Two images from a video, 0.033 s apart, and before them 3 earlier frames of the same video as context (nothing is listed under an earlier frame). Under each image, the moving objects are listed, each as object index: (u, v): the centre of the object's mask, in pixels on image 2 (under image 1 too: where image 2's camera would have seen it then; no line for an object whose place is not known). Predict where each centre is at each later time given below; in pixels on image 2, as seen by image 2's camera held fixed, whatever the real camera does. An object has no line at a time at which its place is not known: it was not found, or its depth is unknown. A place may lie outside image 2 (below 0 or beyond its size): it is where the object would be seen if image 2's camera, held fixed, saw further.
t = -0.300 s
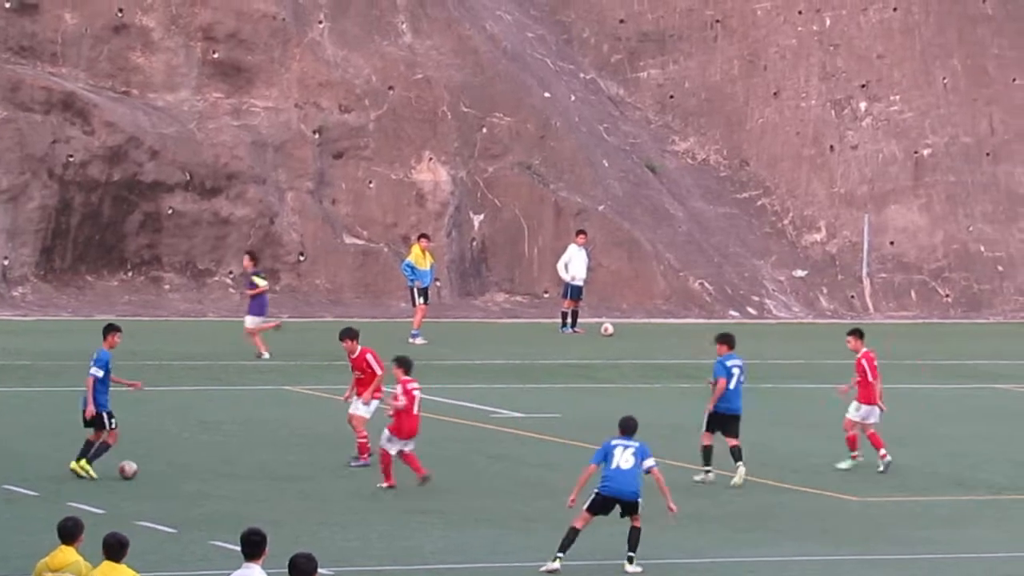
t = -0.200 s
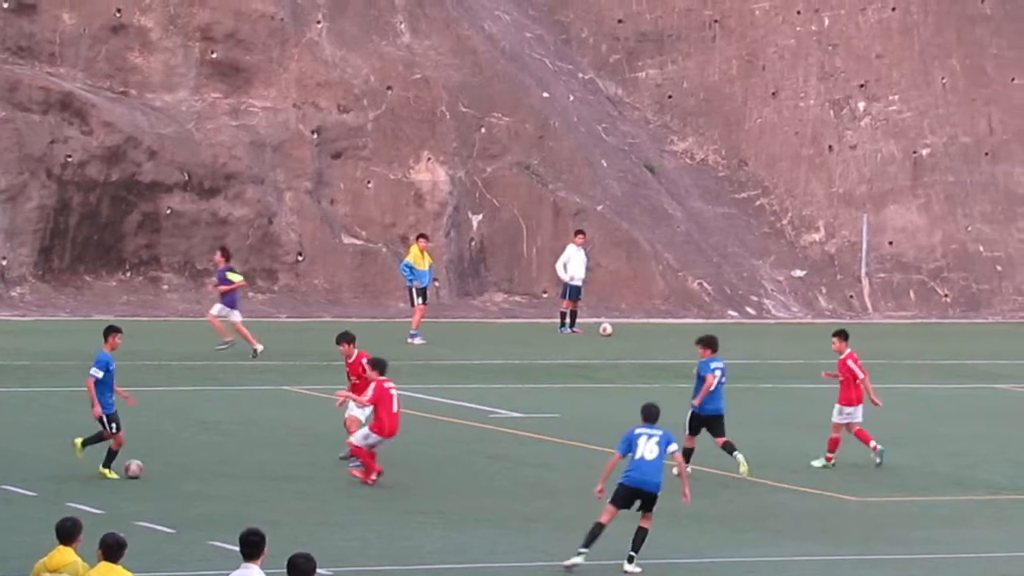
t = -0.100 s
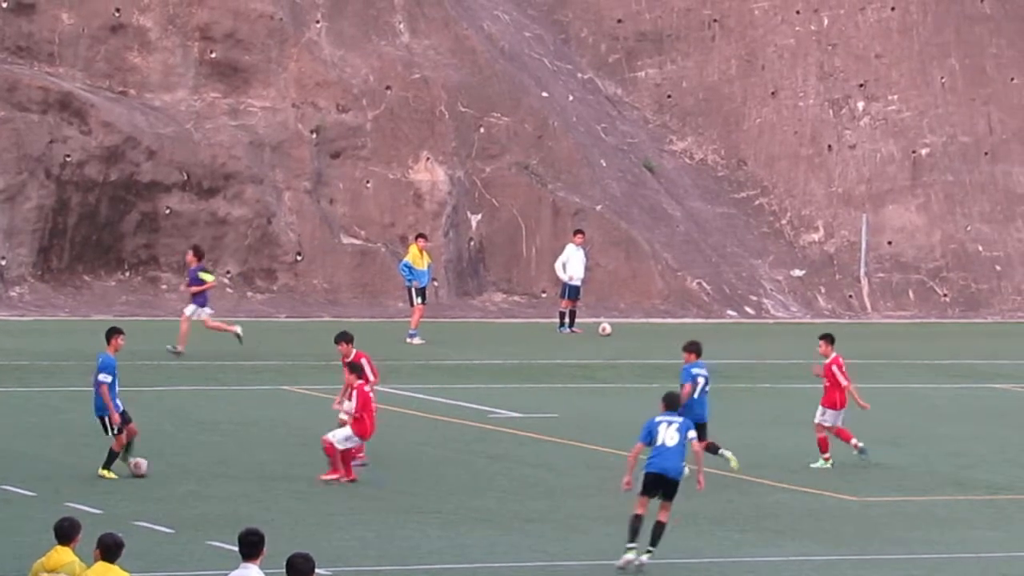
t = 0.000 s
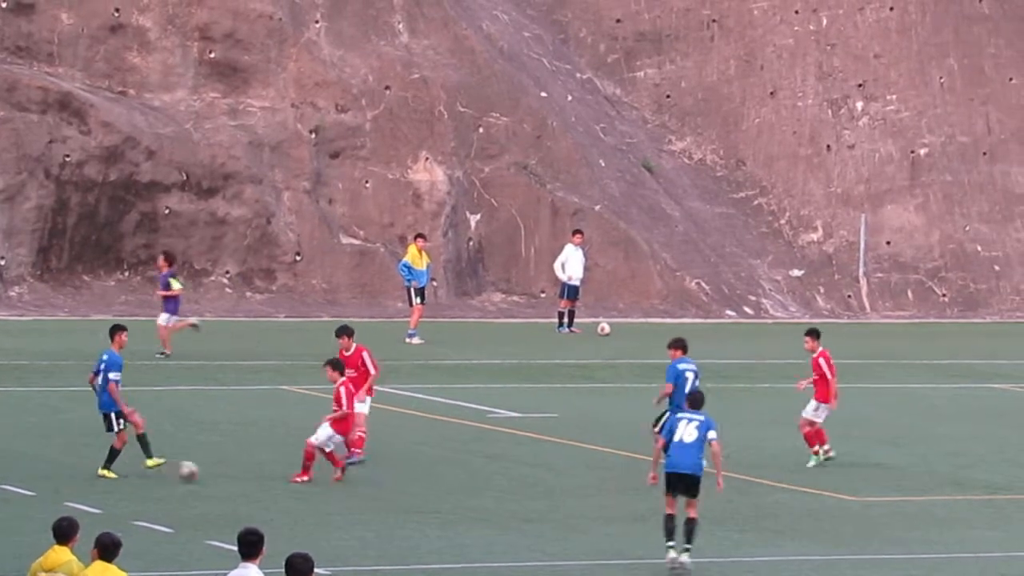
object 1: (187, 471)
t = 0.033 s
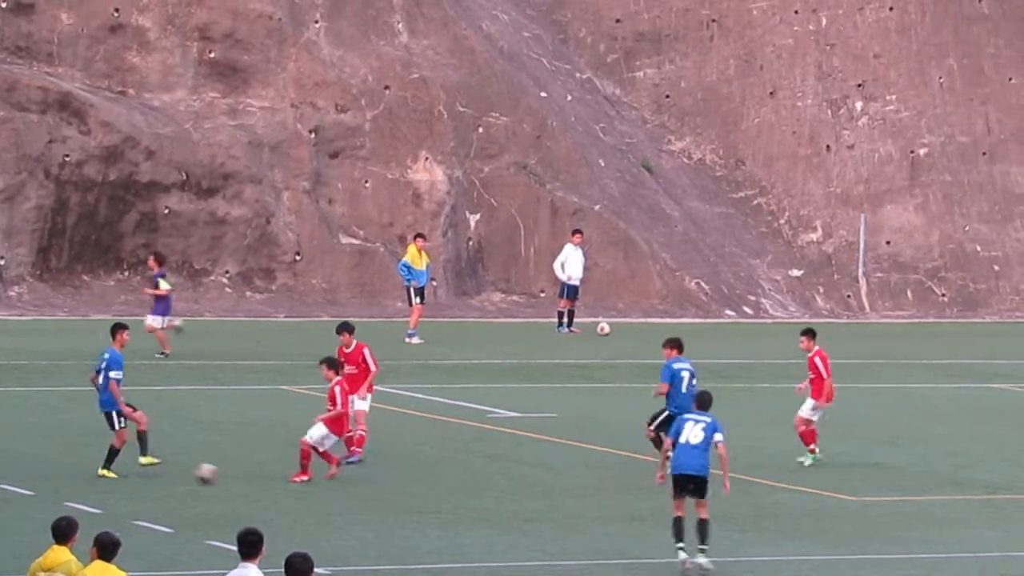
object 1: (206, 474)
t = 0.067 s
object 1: (225, 478)
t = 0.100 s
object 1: (243, 480)
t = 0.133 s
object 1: (260, 482)
